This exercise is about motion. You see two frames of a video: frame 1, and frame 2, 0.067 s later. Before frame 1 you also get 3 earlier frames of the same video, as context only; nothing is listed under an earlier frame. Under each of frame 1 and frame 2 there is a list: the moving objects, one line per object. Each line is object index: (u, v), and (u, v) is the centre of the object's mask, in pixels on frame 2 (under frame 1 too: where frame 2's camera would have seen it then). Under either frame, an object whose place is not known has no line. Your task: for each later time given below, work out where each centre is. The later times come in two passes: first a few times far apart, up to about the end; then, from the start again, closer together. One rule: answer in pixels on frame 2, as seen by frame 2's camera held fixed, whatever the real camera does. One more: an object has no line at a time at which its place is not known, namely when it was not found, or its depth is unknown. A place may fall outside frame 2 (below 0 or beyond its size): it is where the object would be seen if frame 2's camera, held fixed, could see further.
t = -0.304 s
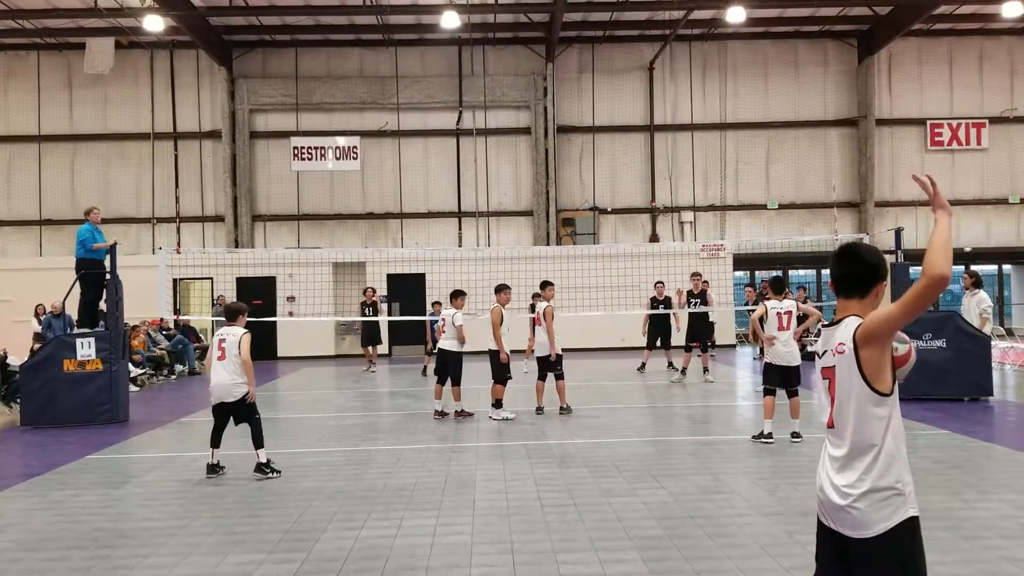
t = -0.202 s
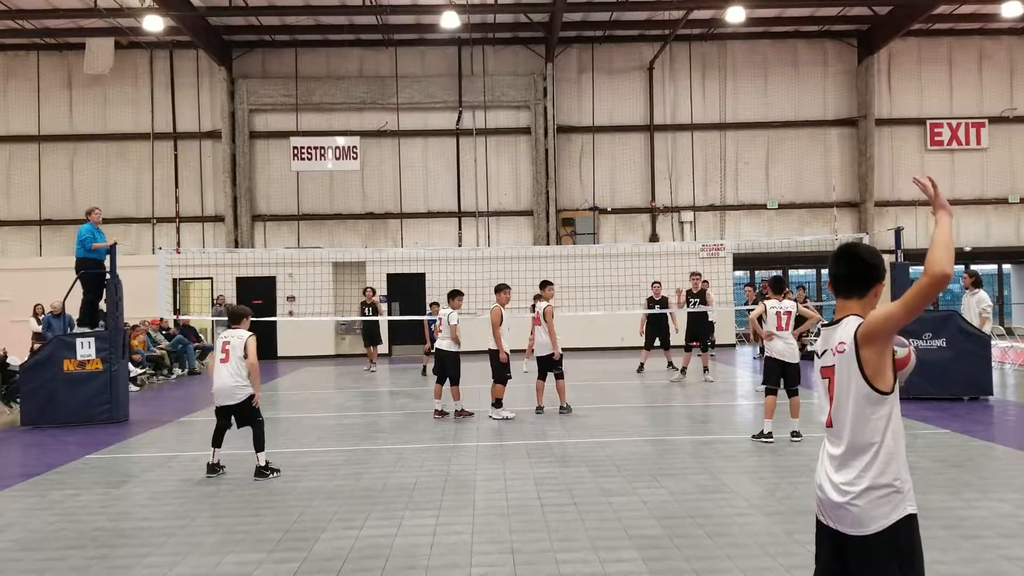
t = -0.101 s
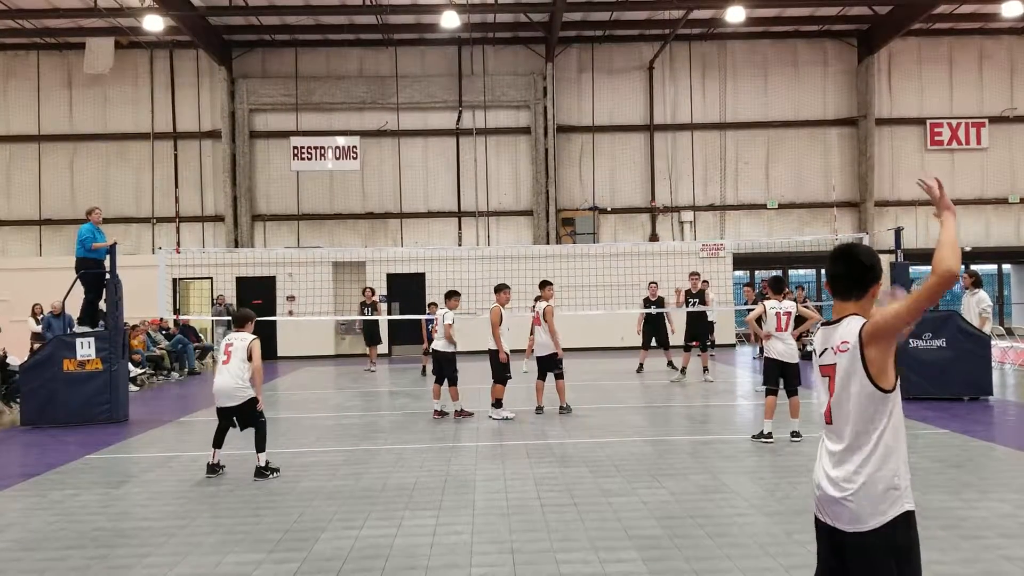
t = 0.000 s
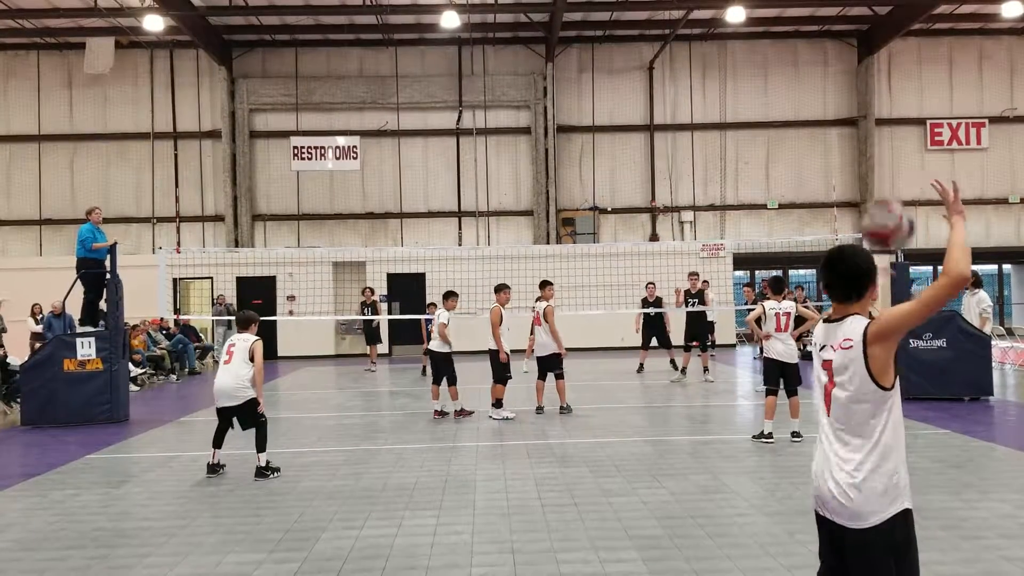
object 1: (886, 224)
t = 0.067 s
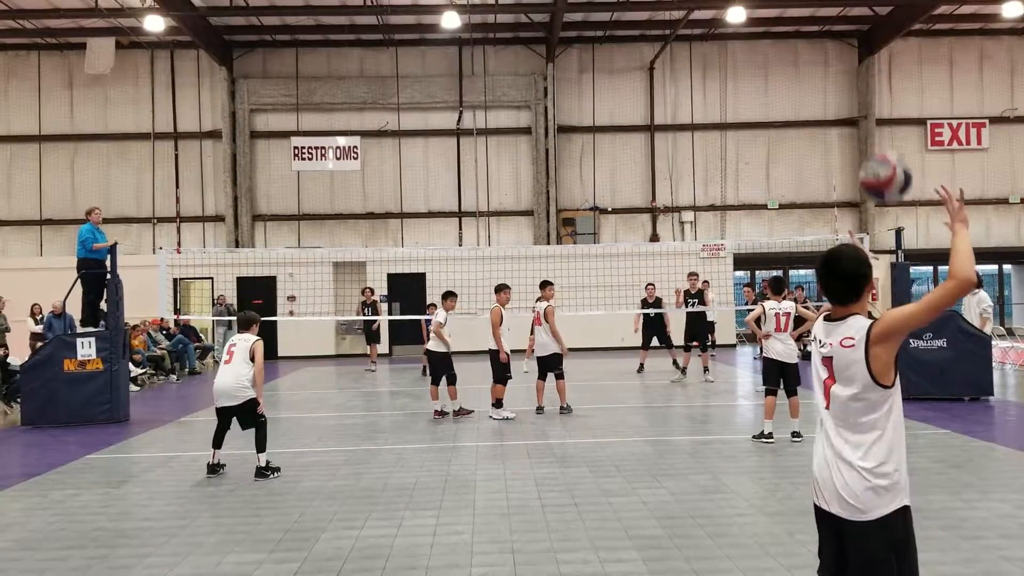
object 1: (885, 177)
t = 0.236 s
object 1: (880, 100)
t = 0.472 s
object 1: (876, 102)
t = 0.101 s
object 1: (883, 155)
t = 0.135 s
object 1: (883, 138)
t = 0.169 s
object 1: (881, 123)
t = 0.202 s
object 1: (881, 110)
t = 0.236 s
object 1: (880, 100)
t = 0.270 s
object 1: (879, 93)
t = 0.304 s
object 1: (879, 88)
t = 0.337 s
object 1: (878, 86)
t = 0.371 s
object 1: (876, 86)
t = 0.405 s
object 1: (876, 89)
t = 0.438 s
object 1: (875, 94)
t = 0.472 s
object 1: (876, 102)
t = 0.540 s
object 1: (875, 127)
